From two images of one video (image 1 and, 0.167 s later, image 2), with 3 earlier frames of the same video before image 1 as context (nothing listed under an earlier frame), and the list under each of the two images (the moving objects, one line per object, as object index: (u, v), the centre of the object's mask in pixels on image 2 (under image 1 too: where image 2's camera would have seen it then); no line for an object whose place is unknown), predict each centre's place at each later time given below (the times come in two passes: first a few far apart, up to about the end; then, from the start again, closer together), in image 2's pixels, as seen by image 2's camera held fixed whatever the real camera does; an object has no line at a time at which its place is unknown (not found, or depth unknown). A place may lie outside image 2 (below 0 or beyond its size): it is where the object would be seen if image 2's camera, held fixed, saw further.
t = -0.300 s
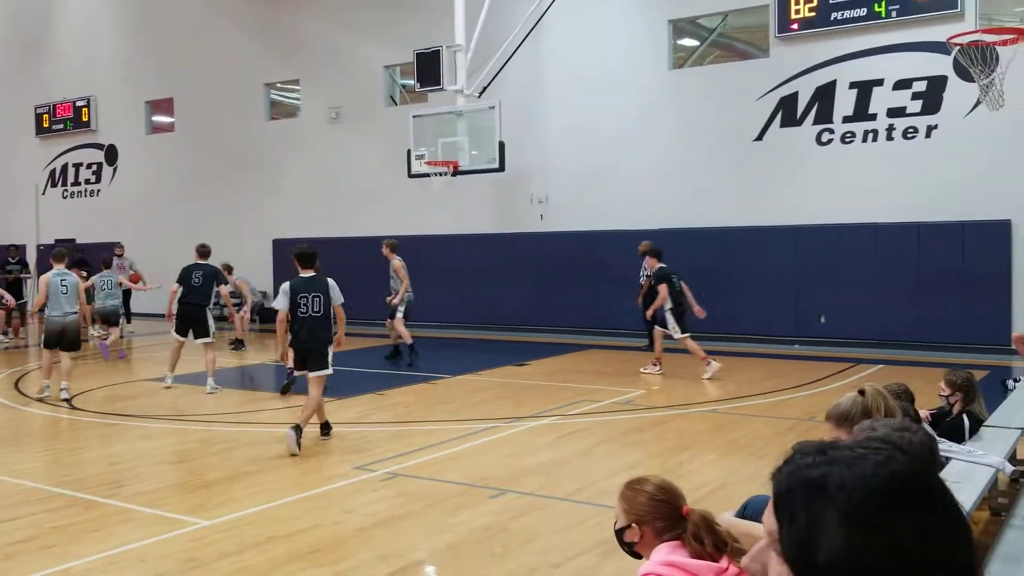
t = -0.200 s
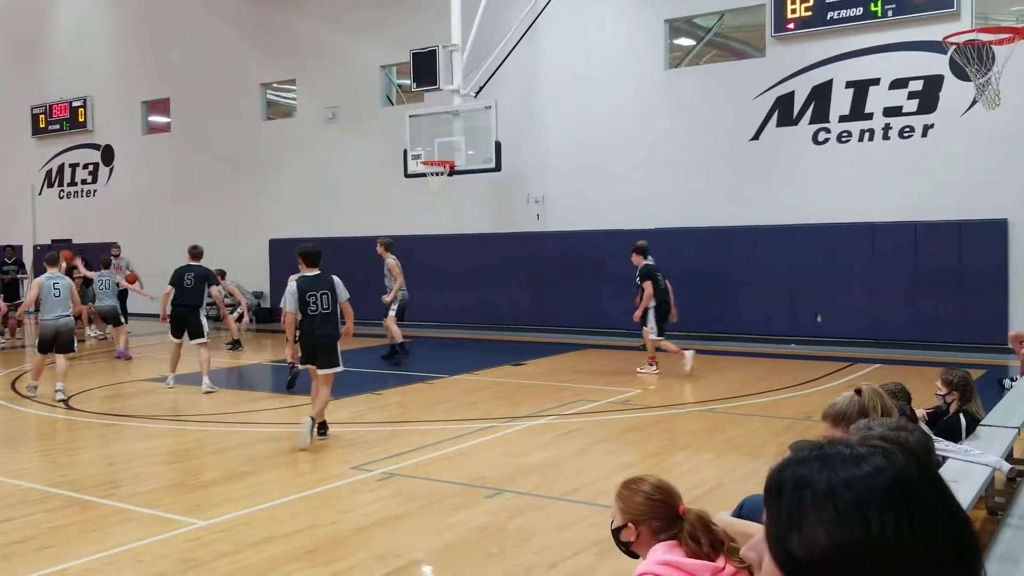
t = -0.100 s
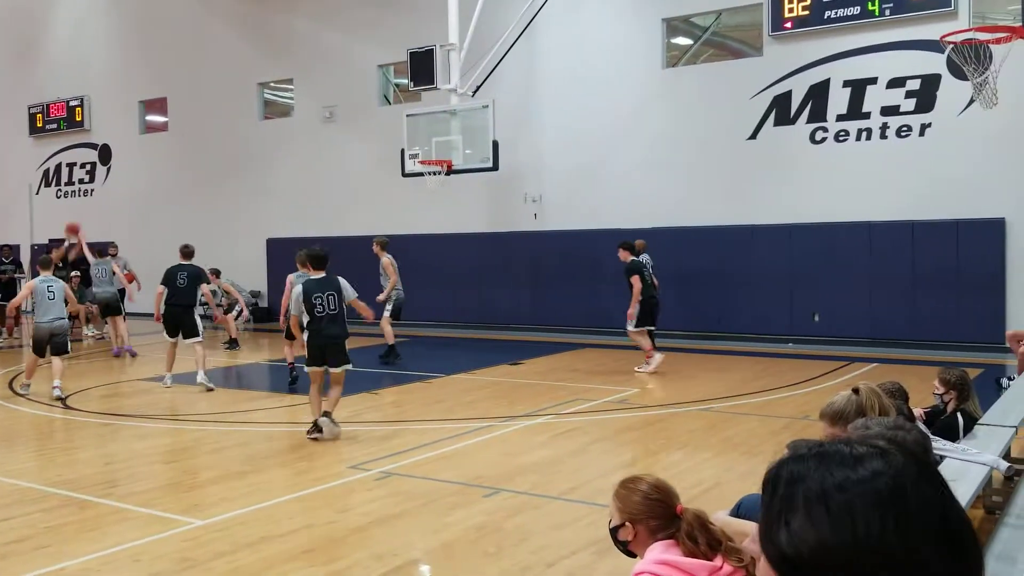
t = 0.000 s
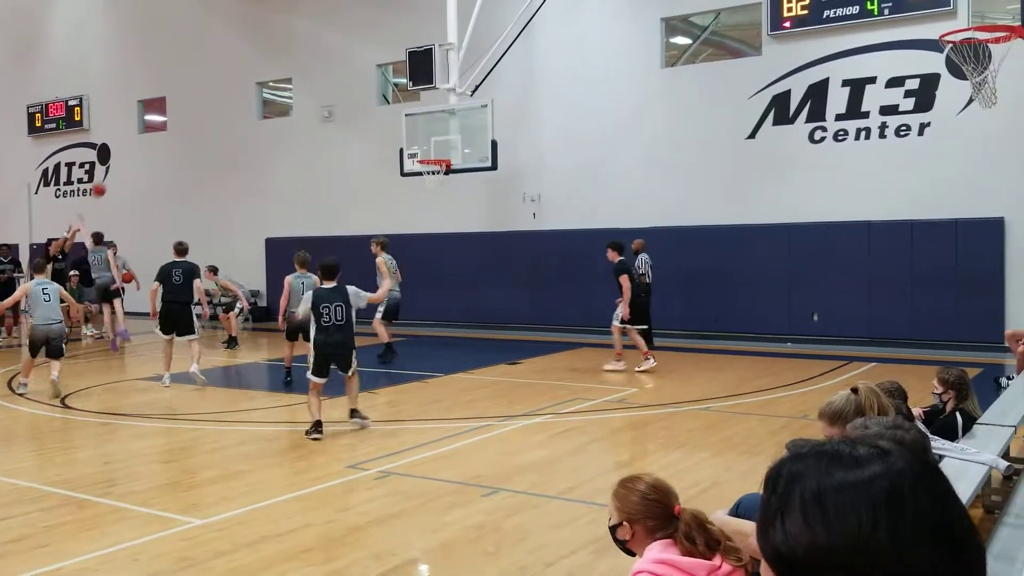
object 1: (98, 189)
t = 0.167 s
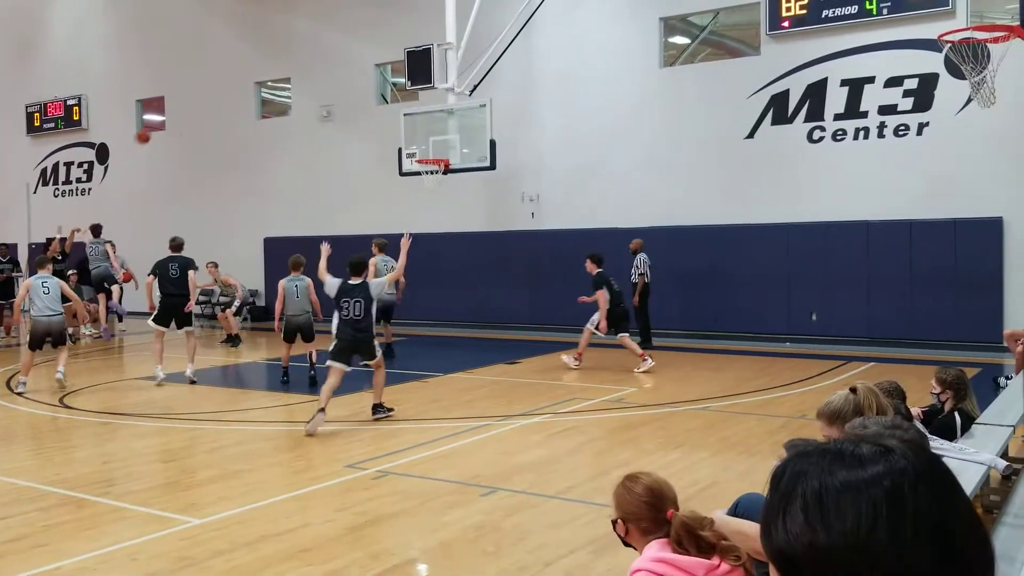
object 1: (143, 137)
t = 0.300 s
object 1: (181, 105)
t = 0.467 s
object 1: (228, 80)
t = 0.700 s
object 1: (297, 74)
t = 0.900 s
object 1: (356, 96)
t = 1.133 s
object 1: (426, 152)
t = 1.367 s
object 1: (431, 144)
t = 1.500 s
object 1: (412, 143)
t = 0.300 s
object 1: (181, 105)
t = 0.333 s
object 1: (190, 99)
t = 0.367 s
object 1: (200, 93)
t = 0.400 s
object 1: (210, 88)
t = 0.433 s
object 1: (218, 84)
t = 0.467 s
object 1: (228, 80)
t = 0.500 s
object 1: (238, 77)
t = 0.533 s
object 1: (247, 75)
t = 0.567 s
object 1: (257, 74)
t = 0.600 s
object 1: (268, 73)
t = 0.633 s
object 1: (277, 72)
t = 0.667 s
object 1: (286, 73)
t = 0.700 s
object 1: (297, 74)
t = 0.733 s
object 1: (307, 76)
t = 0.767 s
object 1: (316, 79)
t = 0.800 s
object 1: (326, 82)
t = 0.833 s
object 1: (336, 86)
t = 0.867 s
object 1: (346, 91)
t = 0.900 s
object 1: (356, 96)
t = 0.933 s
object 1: (366, 102)
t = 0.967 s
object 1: (376, 109)
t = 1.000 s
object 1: (386, 116)
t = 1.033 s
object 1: (396, 125)
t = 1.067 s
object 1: (406, 133)
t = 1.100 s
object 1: (416, 142)
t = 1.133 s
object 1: (426, 152)
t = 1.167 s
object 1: (434, 154)
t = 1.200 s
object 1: (439, 153)
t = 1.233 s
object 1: (439, 151)
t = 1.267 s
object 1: (439, 149)
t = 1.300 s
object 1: (440, 147)
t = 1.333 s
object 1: (436, 145)
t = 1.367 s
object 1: (431, 144)
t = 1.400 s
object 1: (426, 143)
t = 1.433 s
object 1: (422, 142)
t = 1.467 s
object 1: (416, 142)
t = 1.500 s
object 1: (412, 143)
